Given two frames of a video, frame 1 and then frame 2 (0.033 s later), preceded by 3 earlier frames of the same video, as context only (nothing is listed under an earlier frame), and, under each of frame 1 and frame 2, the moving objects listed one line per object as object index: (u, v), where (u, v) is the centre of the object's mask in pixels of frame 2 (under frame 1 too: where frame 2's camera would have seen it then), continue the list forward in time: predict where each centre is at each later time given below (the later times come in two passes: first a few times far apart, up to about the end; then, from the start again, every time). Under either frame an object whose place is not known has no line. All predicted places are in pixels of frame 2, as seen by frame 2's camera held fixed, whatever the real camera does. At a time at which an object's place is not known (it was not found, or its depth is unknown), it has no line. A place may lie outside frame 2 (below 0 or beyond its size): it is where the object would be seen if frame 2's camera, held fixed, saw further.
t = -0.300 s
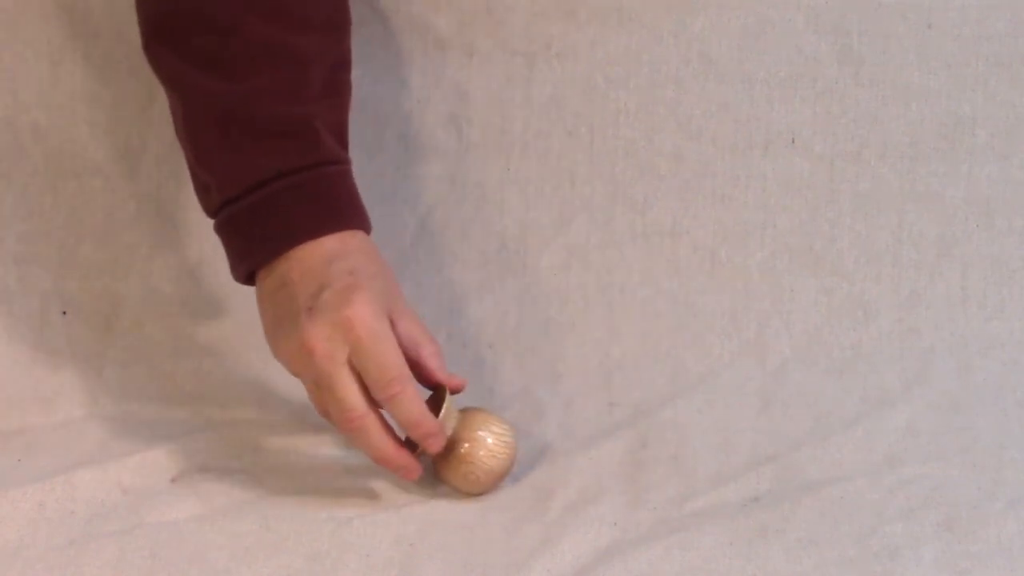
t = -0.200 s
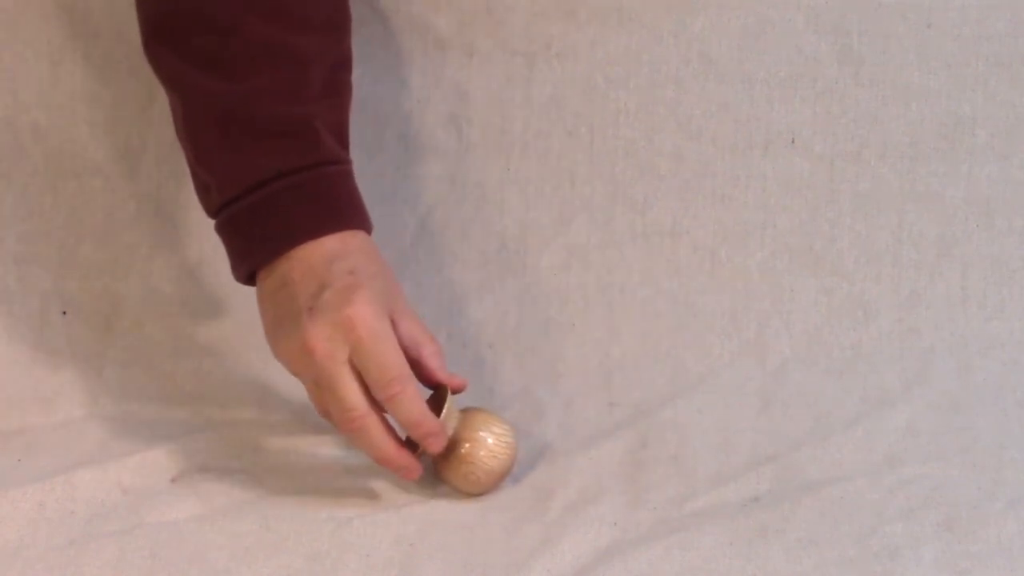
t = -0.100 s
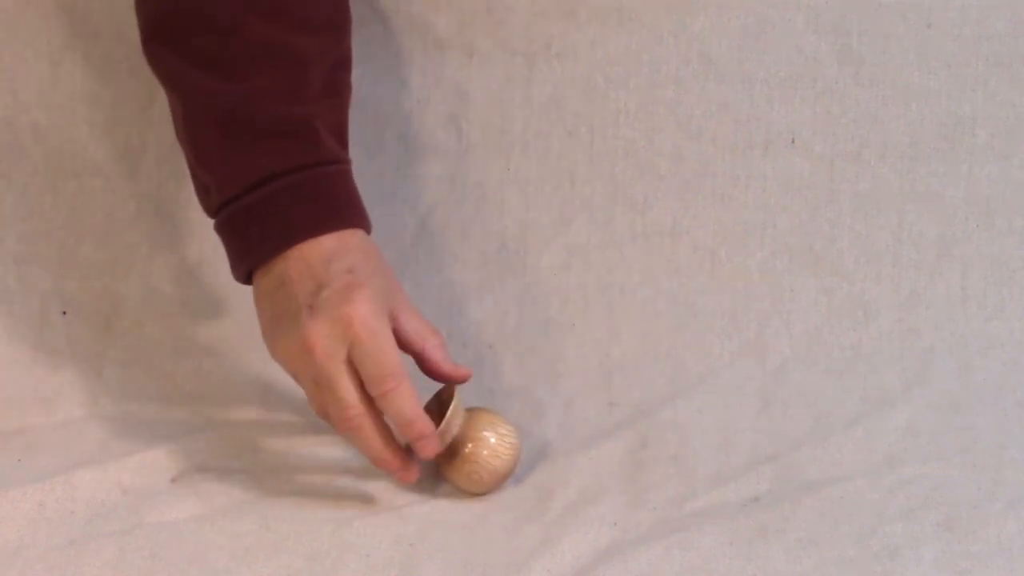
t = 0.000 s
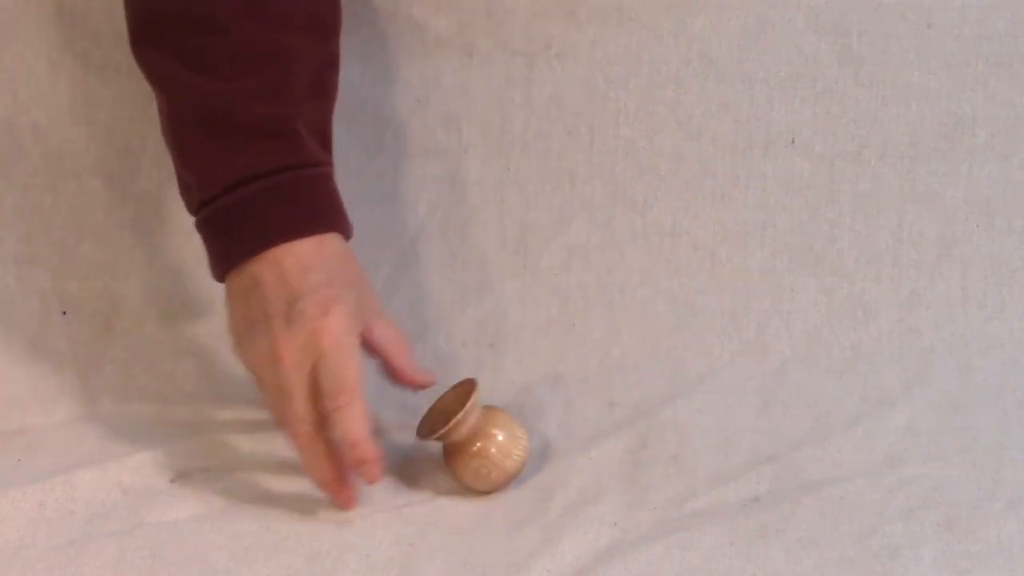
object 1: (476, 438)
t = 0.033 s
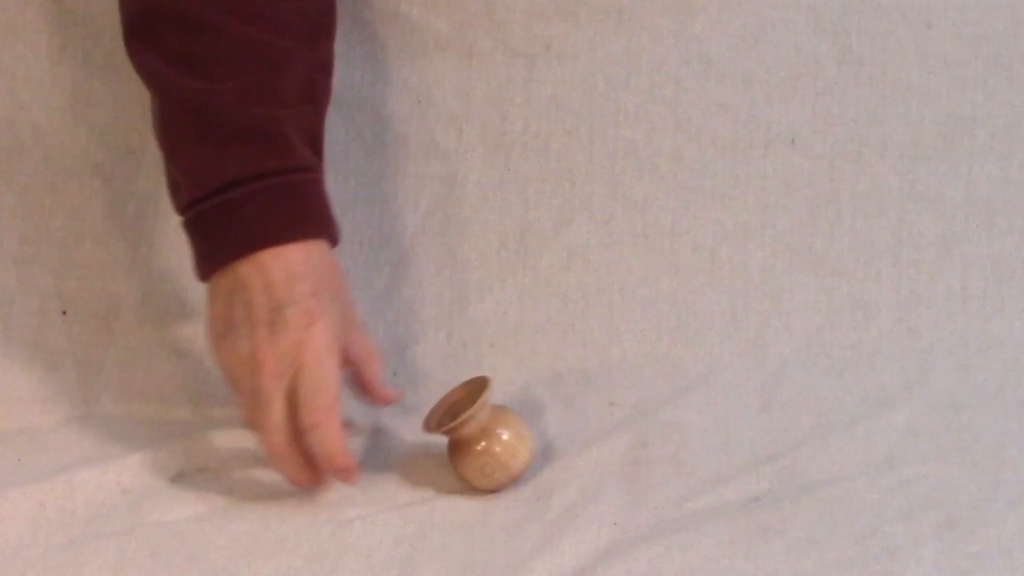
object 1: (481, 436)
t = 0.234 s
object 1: (546, 437)
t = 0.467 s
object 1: (558, 448)
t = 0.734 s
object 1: (500, 436)
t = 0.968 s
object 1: (521, 439)
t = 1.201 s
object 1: (531, 442)
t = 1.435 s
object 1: (507, 437)
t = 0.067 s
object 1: (490, 434)
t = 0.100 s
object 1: (500, 433)
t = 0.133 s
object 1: (513, 433)
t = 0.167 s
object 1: (526, 433)
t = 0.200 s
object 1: (537, 434)
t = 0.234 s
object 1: (546, 437)
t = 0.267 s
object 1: (553, 438)
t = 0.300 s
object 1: (558, 441)
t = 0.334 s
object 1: (560, 443)
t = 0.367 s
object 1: (561, 445)
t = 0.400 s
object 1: (561, 447)
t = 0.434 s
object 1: (560, 448)
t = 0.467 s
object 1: (558, 448)
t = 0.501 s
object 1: (555, 448)
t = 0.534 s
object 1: (550, 447)
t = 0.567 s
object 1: (544, 445)
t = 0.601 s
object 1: (536, 443)
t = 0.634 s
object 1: (526, 441)
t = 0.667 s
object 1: (515, 439)
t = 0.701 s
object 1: (507, 438)
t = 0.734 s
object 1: (500, 436)
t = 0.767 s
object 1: (497, 435)
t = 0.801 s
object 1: (496, 435)
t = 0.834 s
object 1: (497, 435)
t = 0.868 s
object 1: (500, 436)
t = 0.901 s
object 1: (505, 437)
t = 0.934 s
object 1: (513, 438)
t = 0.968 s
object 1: (521, 439)
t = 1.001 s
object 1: (528, 441)
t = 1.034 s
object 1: (534, 442)
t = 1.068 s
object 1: (538, 444)
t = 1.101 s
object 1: (540, 444)
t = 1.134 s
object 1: (539, 444)
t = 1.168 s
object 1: (536, 442)
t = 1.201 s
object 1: (531, 442)
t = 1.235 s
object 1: (525, 440)
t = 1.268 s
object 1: (519, 439)
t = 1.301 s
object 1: (512, 438)
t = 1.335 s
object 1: (508, 437)
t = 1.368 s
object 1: (505, 436)
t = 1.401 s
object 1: (506, 436)
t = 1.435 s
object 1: (507, 437)
